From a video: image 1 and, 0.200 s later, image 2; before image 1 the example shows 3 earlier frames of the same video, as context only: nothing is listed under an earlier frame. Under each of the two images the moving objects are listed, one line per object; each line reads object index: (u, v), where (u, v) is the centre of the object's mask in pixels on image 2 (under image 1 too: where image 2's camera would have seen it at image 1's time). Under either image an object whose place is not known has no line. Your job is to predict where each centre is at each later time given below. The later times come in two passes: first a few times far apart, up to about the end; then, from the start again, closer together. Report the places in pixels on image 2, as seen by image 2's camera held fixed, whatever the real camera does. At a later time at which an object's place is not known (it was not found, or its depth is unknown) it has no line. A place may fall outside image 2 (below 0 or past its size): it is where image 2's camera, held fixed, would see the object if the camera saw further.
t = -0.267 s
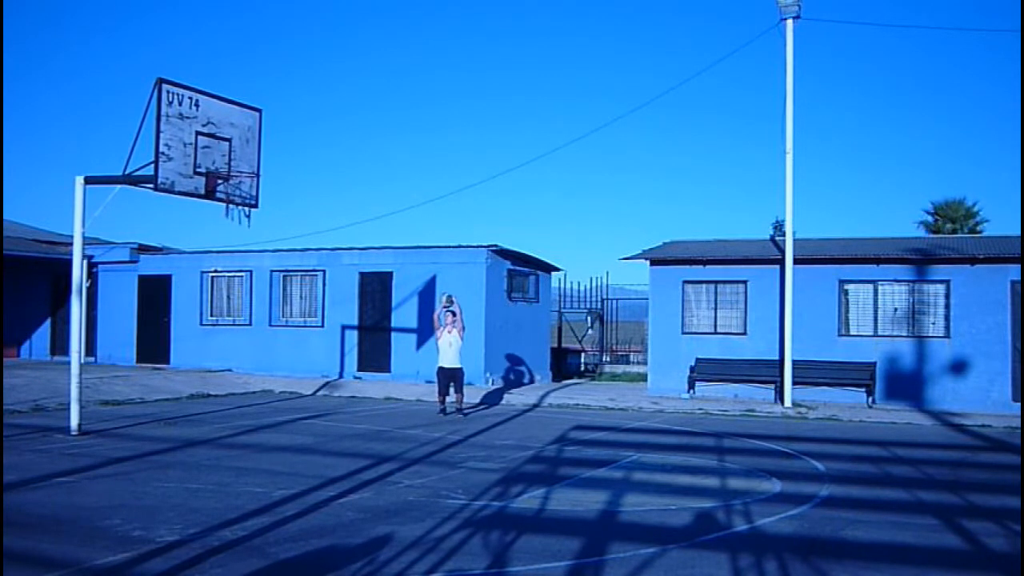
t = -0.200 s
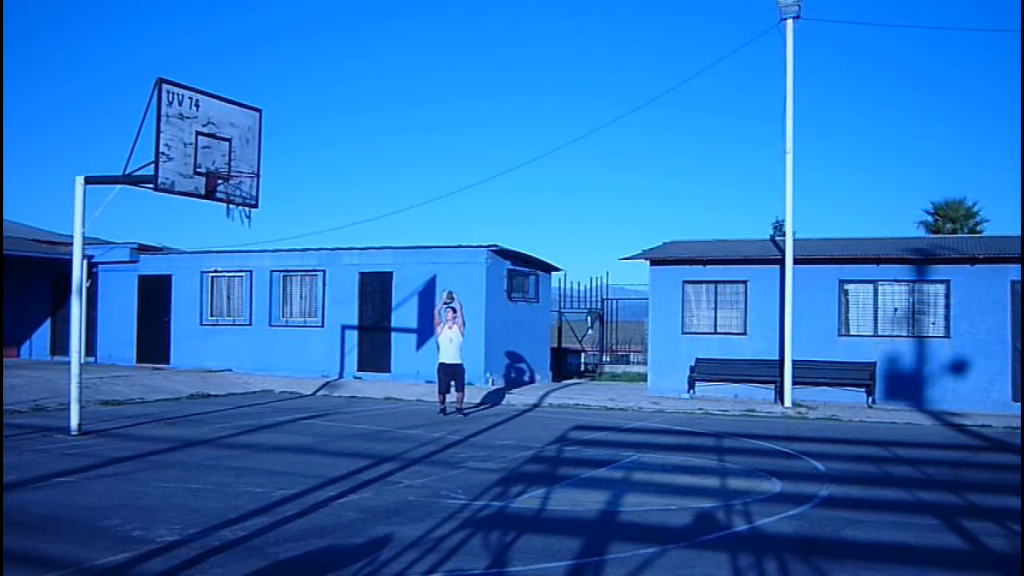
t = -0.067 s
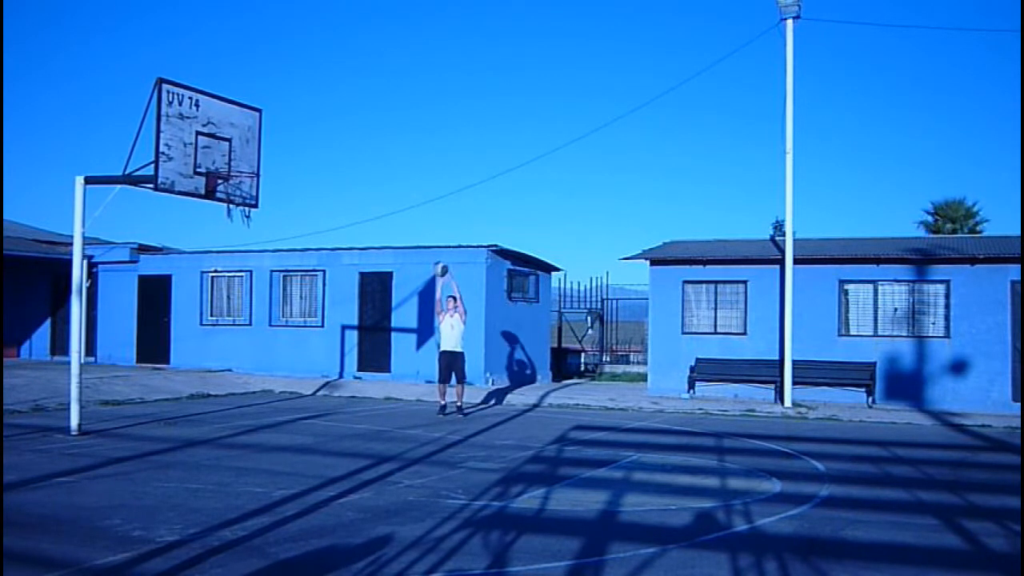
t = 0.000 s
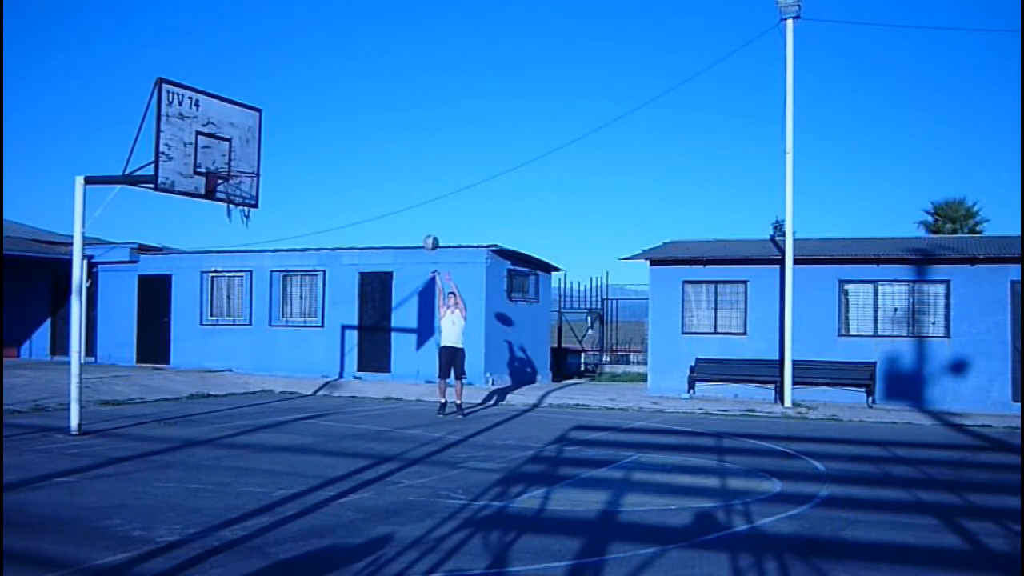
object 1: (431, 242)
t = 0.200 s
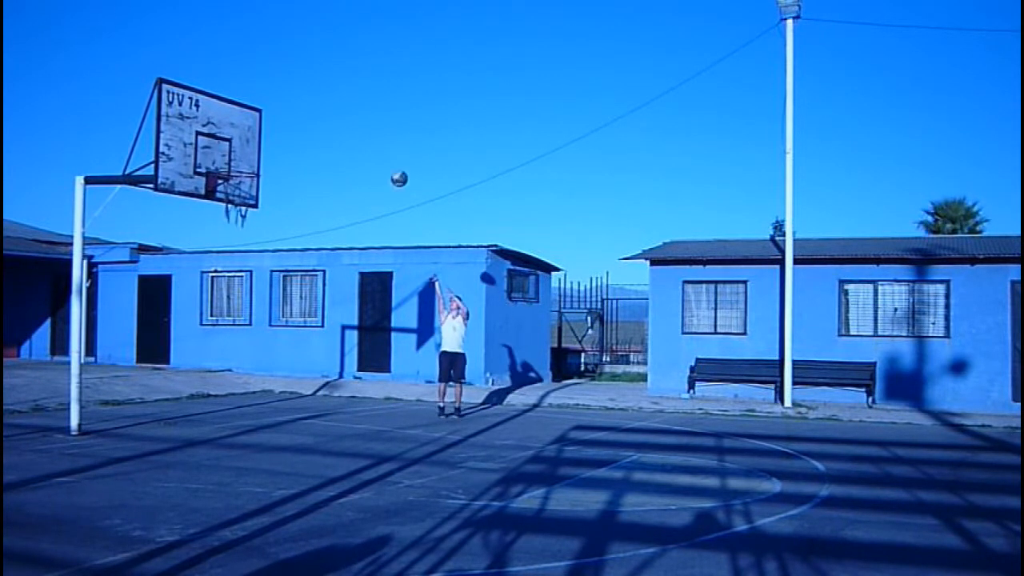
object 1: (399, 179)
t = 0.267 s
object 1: (387, 162)
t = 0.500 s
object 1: (343, 127)
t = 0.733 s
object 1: (292, 132)
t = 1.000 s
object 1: (233, 189)
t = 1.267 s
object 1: (222, 210)
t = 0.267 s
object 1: (387, 162)
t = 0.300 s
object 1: (381, 155)
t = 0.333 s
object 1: (375, 149)
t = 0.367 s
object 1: (369, 143)
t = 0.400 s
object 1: (363, 138)
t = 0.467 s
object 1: (350, 130)
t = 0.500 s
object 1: (343, 127)
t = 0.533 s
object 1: (336, 125)
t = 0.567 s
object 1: (329, 125)
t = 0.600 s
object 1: (322, 124)
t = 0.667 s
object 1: (307, 127)
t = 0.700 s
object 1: (300, 129)
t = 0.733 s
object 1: (292, 132)
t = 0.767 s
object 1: (285, 137)
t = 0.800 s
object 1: (277, 143)
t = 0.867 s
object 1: (260, 156)
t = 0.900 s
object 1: (251, 165)
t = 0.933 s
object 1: (242, 175)
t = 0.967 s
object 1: (235, 183)
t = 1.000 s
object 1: (233, 189)
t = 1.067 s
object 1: (226, 192)
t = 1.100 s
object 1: (223, 192)
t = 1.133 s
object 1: (222, 195)
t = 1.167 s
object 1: (222, 198)
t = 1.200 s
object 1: (222, 201)
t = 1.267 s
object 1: (222, 210)
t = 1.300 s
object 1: (221, 215)
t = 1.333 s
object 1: (221, 222)
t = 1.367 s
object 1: (220, 230)
